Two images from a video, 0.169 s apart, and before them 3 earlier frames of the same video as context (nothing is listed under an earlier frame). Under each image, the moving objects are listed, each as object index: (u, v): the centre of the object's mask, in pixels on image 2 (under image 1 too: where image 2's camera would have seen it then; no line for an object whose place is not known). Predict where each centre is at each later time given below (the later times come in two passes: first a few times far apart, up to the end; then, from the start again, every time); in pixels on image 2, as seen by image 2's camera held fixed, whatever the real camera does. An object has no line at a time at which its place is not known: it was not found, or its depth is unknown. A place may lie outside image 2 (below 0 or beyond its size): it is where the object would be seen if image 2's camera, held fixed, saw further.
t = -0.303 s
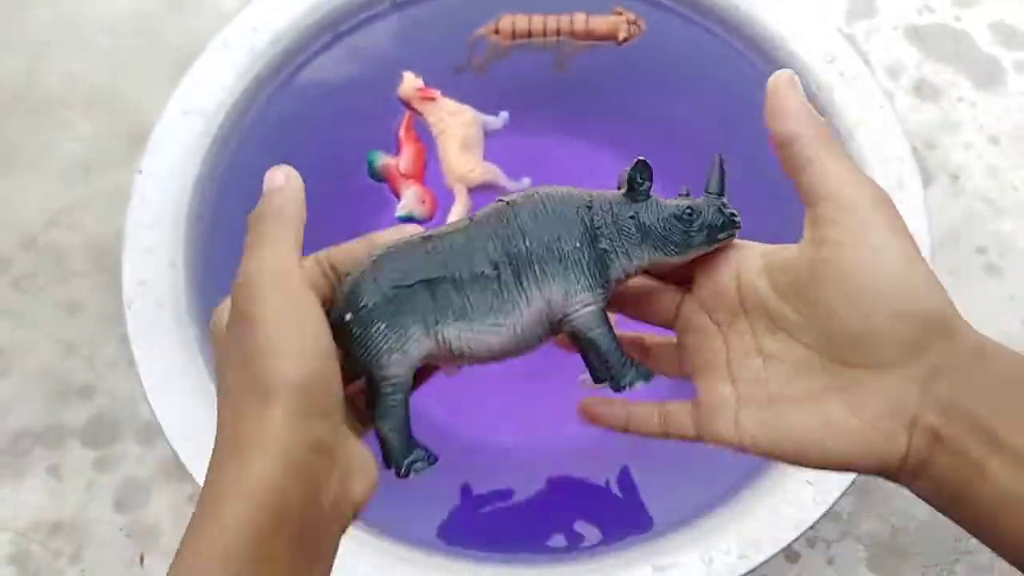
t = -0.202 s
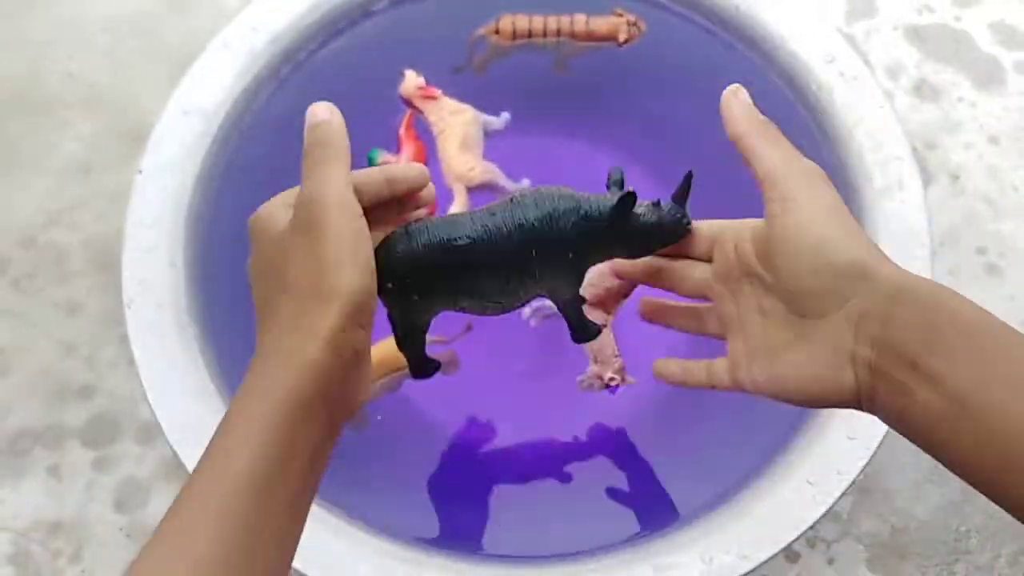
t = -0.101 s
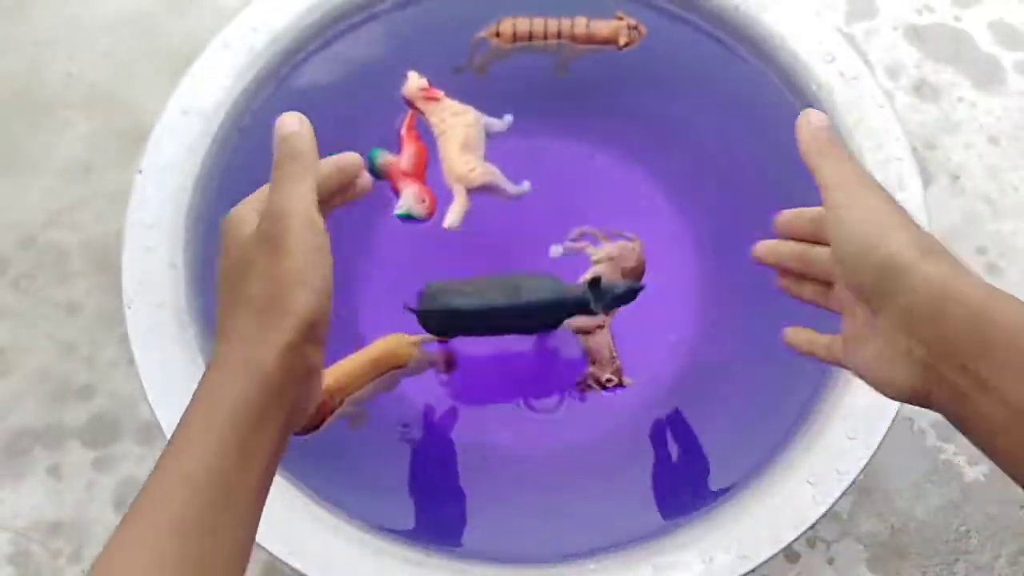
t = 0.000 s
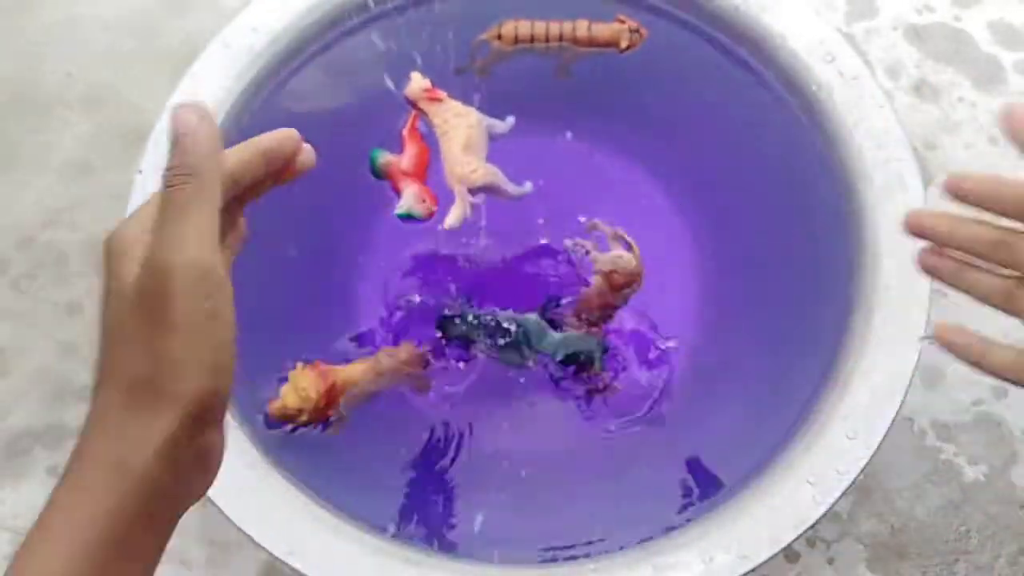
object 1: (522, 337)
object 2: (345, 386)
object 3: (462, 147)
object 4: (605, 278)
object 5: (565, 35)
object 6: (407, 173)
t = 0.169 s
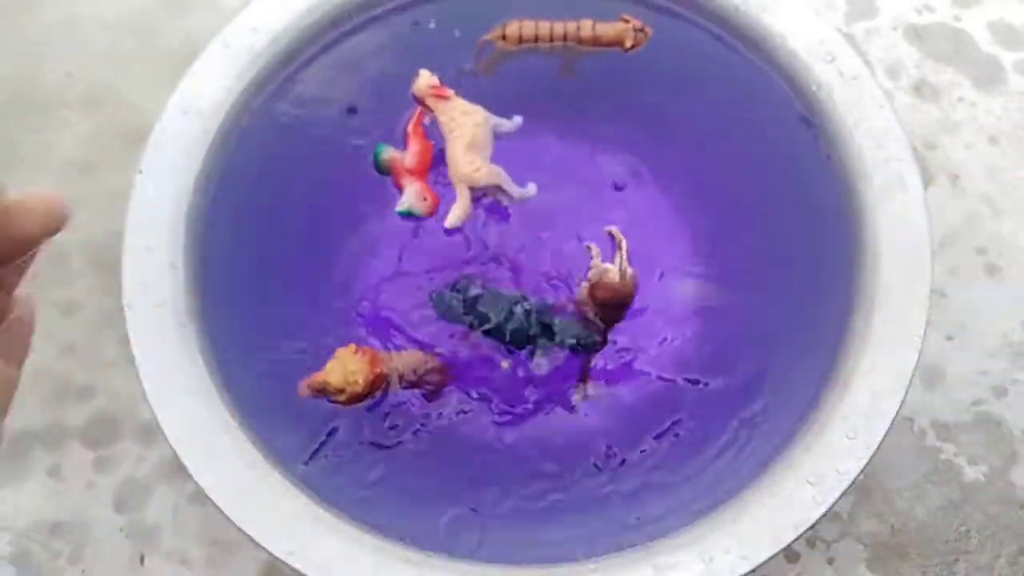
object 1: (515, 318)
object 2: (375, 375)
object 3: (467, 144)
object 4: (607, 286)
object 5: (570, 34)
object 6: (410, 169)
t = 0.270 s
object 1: (512, 292)
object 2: (383, 362)
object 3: (470, 144)
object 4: (607, 305)
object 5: (573, 32)
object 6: (412, 170)
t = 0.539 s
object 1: (510, 276)
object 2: (399, 347)
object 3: (473, 129)
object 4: (612, 306)
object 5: (575, 35)
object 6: (403, 157)
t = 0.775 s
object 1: (508, 271)
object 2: (409, 331)
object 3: (474, 121)
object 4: (617, 301)
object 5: (578, 37)
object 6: (392, 146)
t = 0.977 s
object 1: (510, 267)
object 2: (418, 326)
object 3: (484, 107)
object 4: (631, 300)
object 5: (587, 36)
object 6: (393, 135)
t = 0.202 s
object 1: (511, 312)
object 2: (378, 370)
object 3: (468, 144)
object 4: (605, 301)
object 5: (571, 34)
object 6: (411, 169)
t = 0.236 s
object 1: (506, 301)
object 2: (382, 366)
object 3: (469, 143)
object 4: (603, 310)
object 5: (573, 33)
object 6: (411, 170)
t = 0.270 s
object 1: (512, 292)
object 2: (383, 362)
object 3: (470, 144)
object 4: (607, 305)
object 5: (573, 32)
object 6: (412, 170)
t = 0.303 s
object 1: (512, 285)
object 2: (387, 360)
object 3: (472, 144)
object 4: (611, 304)
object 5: (574, 31)
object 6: (414, 169)
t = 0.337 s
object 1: (515, 280)
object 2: (389, 357)
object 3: (473, 144)
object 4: (611, 305)
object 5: (574, 31)
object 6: (413, 167)
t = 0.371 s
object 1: (513, 278)
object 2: (392, 356)
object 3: (474, 142)
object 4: (610, 307)
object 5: (573, 32)
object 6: (412, 165)
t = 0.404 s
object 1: (512, 278)
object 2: (397, 352)
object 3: (474, 140)
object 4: (609, 306)
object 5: (575, 32)
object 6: (411, 162)
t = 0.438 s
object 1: (513, 280)
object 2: (398, 350)
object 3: (475, 138)
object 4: (609, 306)
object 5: (576, 33)
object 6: (409, 160)
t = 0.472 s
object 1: (511, 278)
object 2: (398, 349)
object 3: (475, 135)
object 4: (610, 306)
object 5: (575, 34)
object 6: (407, 158)
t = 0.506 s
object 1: (511, 277)
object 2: (396, 349)
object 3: (474, 133)
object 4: (611, 306)
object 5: (575, 35)
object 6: (405, 158)
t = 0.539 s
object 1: (510, 276)
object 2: (399, 347)
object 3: (473, 129)
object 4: (612, 306)
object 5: (575, 35)
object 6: (403, 157)
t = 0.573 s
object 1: (509, 275)
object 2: (402, 345)
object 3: (472, 127)
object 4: (615, 303)
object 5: (574, 35)
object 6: (402, 157)
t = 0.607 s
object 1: (510, 274)
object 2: (404, 343)
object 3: (471, 125)
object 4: (616, 303)
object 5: (576, 34)
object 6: (399, 156)
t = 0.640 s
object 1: (509, 272)
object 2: (401, 340)
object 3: (471, 124)
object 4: (617, 302)
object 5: (573, 34)
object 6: (397, 154)
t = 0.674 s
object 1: (509, 272)
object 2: (403, 336)
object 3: (472, 124)
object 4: (617, 302)
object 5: (574, 33)
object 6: (395, 153)
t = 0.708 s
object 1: (508, 271)
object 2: (406, 335)
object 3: (472, 123)
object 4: (617, 302)
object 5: (575, 34)
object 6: (393, 151)
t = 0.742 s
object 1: (508, 271)
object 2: (409, 333)
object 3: (473, 122)
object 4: (617, 301)
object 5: (576, 36)
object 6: (392, 148)
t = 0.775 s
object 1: (508, 271)
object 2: (409, 331)
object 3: (474, 121)
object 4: (617, 301)
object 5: (578, 37)
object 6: (392, 146)
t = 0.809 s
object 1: (509, 270)
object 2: (412, 330)
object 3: (476, 119)
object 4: (619, 299)
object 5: (578, 38)
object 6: (393, 144)
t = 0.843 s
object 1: (510, 270)
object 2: (415, 329)
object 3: (477, 116)
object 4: (620, 299)
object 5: (578, 39)
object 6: (393, 142)
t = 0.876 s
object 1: (510, 269)
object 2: (417, 328)
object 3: (480, 113)
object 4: (622, 298)
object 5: (580, 40)
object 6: (393, 140)
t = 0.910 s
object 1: (509, 269)
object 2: (418, 327)
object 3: (481, 111)
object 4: (625, 300)
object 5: (581, 39)
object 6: (394, 138)
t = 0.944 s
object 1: (510, 268)
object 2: (418, 327)
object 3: (483, 109)
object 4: (628, 300)
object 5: (584, 37)
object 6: (394, 136)
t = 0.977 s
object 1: (510, 267)
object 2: (418, 326)
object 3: (484, 107)
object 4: (631, 300)
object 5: (587, 36)
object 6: (393, 135)
